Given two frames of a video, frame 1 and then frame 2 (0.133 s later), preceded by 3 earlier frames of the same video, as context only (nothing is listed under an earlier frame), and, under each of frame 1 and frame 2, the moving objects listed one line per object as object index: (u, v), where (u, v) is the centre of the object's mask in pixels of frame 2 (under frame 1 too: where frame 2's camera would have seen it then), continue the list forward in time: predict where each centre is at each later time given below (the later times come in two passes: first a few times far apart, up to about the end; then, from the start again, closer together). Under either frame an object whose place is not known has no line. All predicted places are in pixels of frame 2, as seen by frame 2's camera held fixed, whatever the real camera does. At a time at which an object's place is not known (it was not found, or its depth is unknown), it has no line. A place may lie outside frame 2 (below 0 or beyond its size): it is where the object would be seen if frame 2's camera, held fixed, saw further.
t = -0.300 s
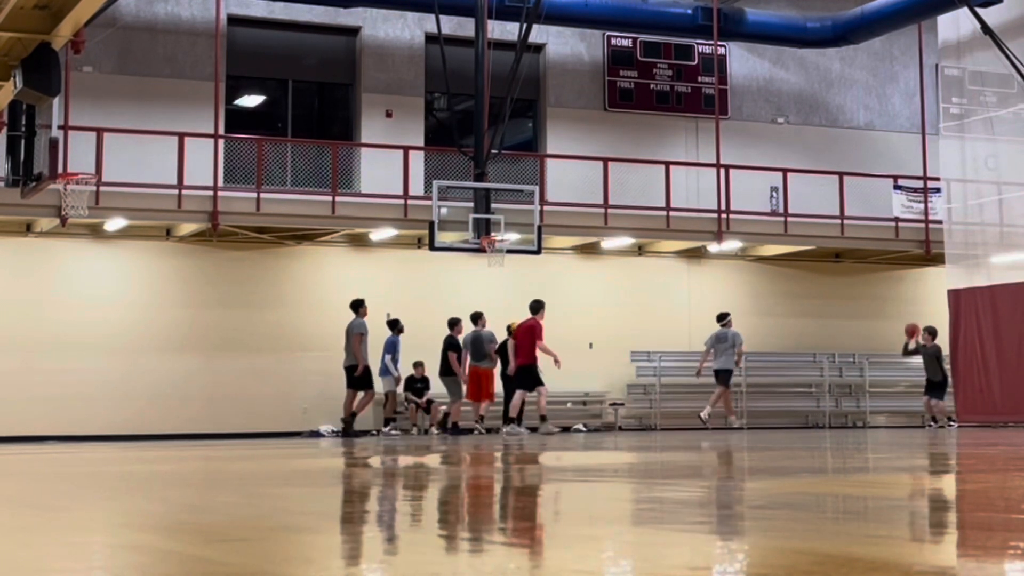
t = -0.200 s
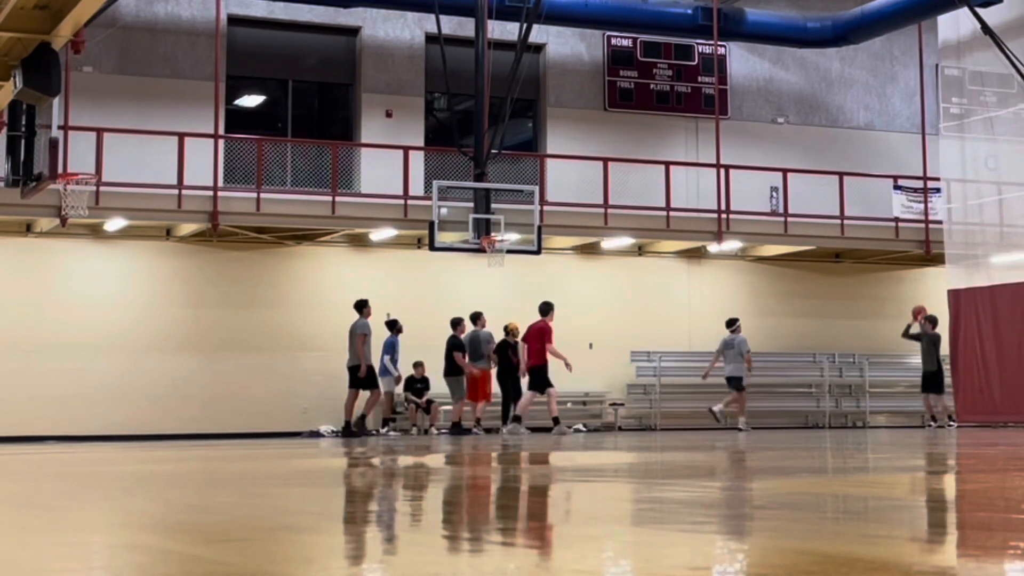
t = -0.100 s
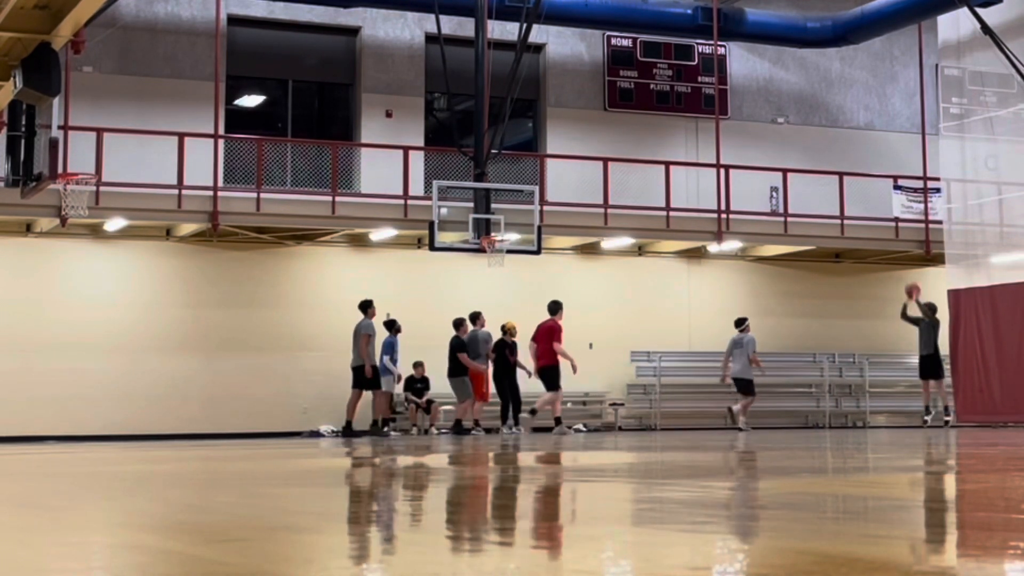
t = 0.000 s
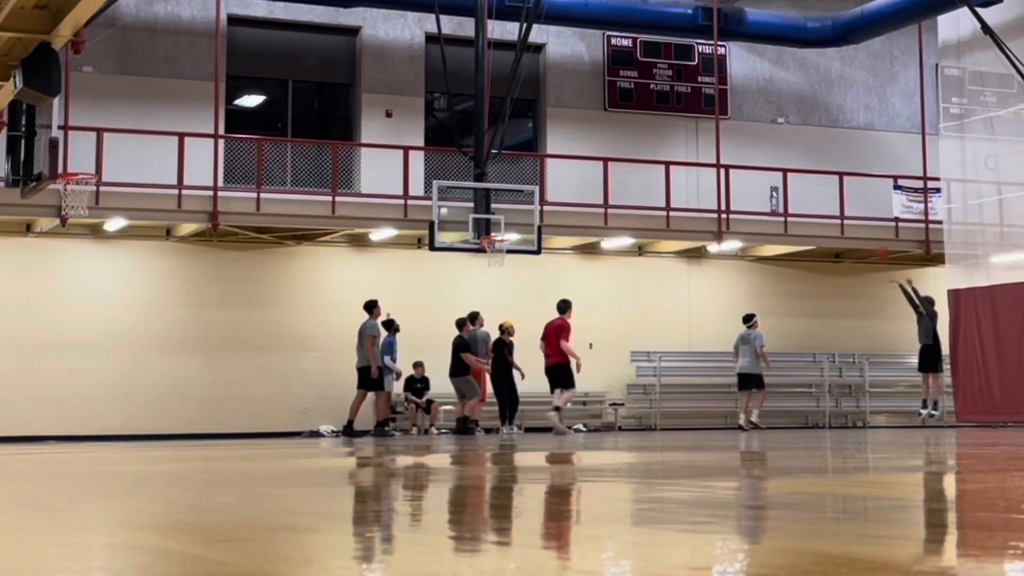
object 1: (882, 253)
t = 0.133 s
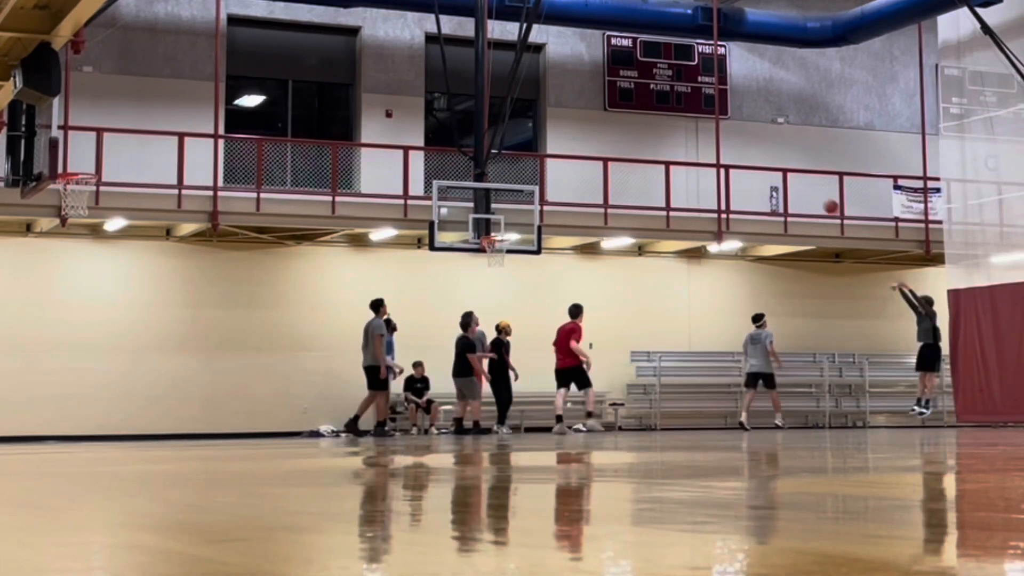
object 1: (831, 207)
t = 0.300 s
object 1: (772, 167)
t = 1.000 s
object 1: (532, 179)
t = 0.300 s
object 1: (772, 167)
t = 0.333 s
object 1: (760, 161)
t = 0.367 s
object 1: (748, 156)
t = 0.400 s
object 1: (737, 151)
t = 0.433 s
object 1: (726, 147)
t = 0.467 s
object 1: (713, 144)
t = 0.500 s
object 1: (701, 142)
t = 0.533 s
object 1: (690, 139)
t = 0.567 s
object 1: (679, 138)
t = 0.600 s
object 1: (667, 137)
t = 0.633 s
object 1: (656, 137)
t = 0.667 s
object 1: (644, 137)
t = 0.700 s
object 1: (633, 138)
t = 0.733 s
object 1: (622, 141)
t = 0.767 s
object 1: (611, 143)
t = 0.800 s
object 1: (599, 146)
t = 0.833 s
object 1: (588, 150)
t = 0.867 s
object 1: (577, 155)
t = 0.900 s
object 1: (565, 160)
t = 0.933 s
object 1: (554, 166)
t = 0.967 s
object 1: (544, 172)
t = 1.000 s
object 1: (532, 179)
